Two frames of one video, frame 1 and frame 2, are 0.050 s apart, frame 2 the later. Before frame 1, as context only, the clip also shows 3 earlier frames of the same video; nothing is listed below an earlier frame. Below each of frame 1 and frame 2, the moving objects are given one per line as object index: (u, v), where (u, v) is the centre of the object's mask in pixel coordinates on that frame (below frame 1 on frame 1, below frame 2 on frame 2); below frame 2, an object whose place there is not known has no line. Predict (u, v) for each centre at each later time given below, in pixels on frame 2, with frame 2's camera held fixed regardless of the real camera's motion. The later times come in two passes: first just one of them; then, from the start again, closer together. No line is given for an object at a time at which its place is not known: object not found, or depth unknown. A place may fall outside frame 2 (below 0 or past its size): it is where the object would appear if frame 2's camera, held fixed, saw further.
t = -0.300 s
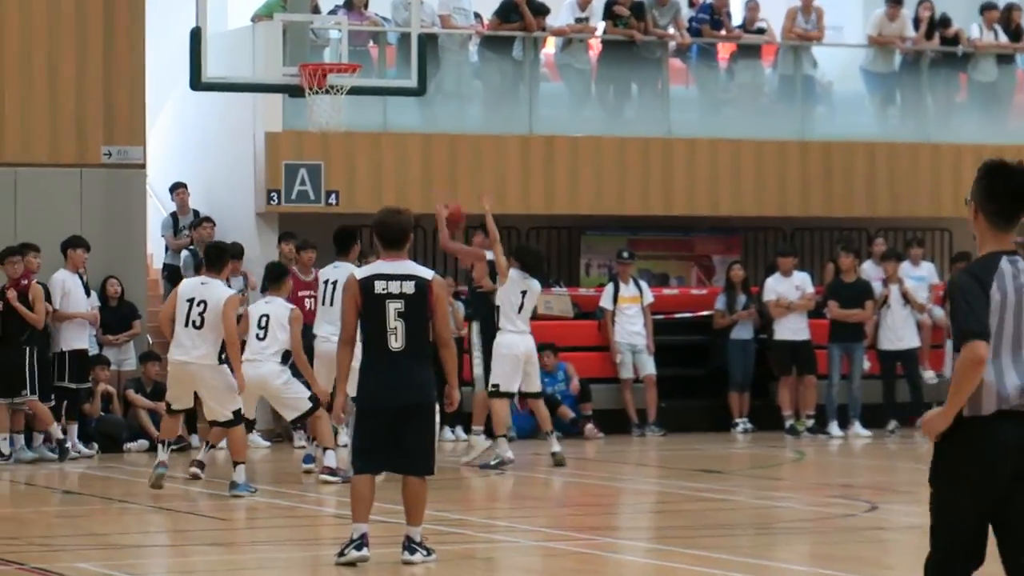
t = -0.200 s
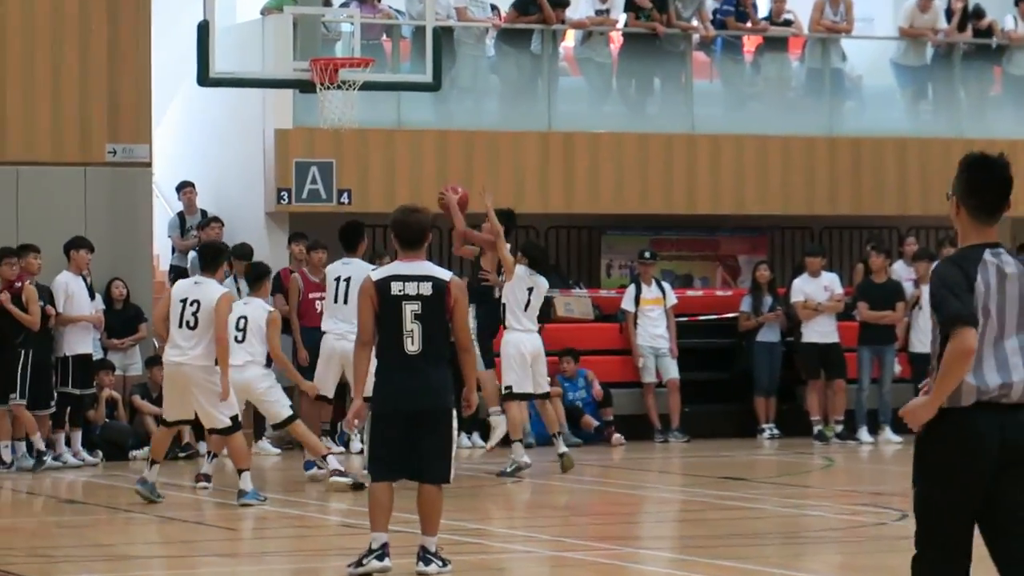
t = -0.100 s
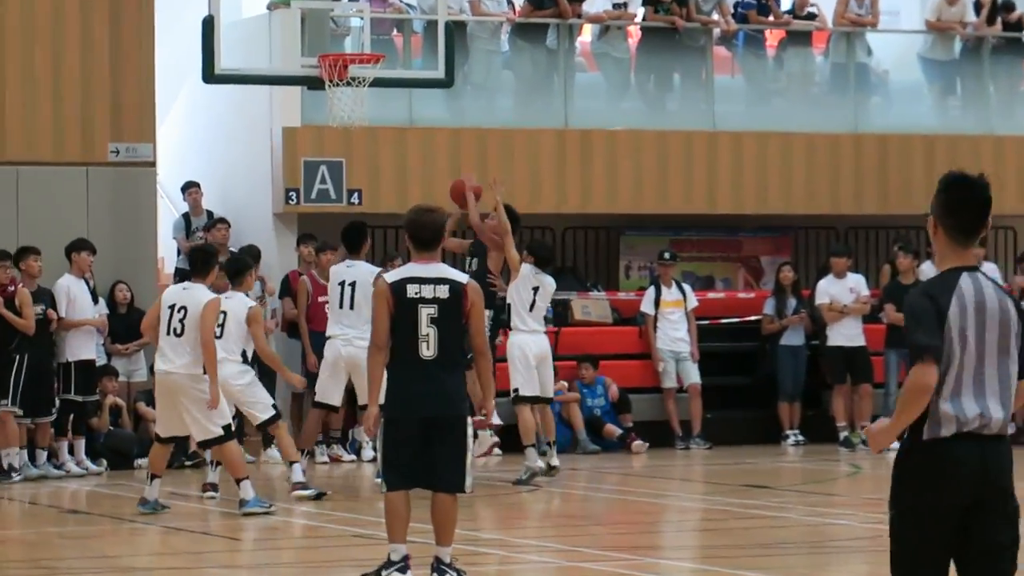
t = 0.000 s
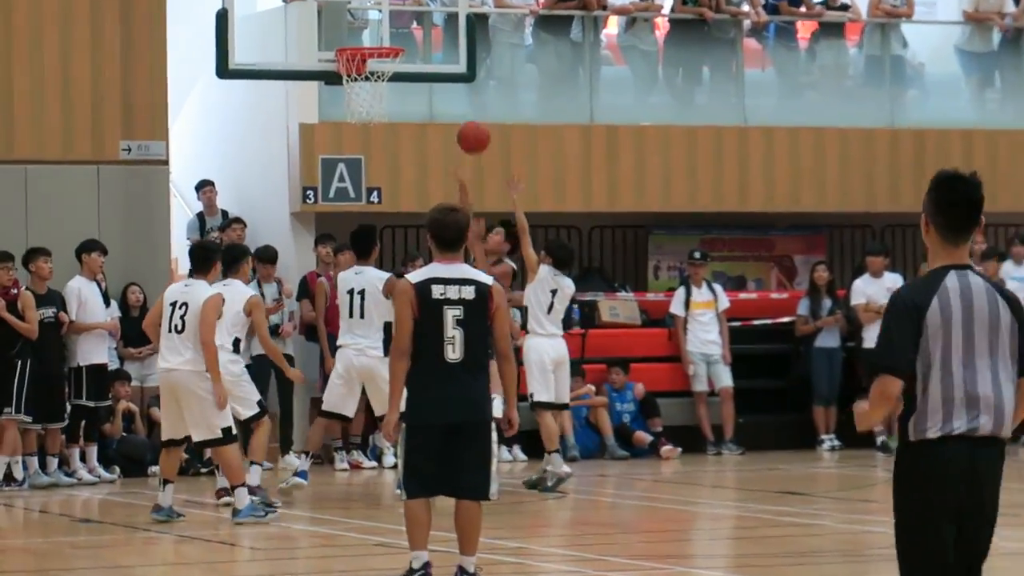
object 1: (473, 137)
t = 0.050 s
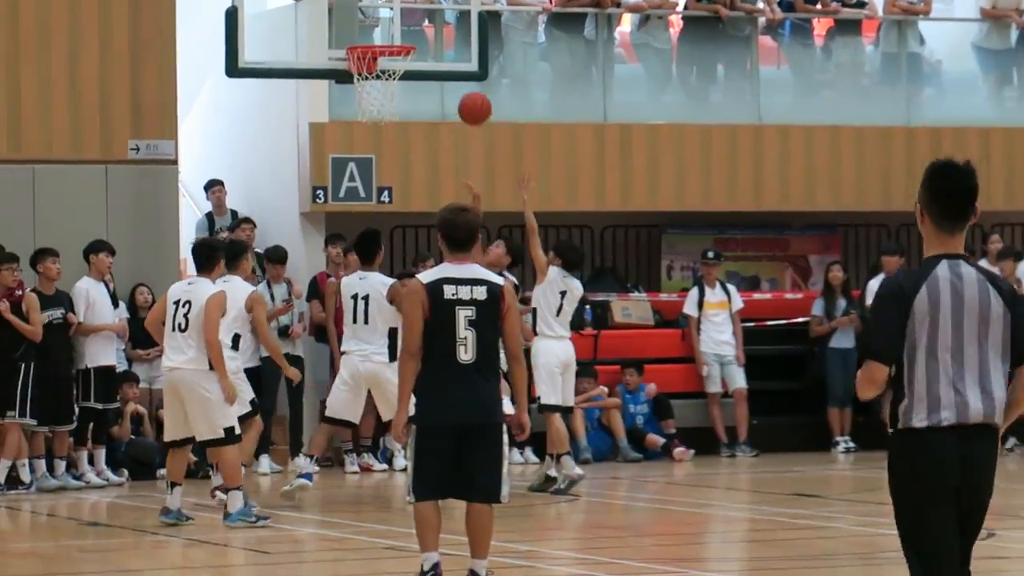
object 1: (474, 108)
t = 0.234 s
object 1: (437, 34)
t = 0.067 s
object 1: (471, 100)
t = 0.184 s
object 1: (446, 50)
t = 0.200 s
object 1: (443, 44)
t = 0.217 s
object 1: (440, 39)
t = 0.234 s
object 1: (437, 34)
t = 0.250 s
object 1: (433, 30)
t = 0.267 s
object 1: (429, 26)
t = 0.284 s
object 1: (425, 22)
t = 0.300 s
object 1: (421, 18)
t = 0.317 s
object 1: (418, 15)
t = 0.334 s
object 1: (415, 14)
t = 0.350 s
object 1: (411, 12)
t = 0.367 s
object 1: (408, 11)
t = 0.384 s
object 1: (405, 11)
